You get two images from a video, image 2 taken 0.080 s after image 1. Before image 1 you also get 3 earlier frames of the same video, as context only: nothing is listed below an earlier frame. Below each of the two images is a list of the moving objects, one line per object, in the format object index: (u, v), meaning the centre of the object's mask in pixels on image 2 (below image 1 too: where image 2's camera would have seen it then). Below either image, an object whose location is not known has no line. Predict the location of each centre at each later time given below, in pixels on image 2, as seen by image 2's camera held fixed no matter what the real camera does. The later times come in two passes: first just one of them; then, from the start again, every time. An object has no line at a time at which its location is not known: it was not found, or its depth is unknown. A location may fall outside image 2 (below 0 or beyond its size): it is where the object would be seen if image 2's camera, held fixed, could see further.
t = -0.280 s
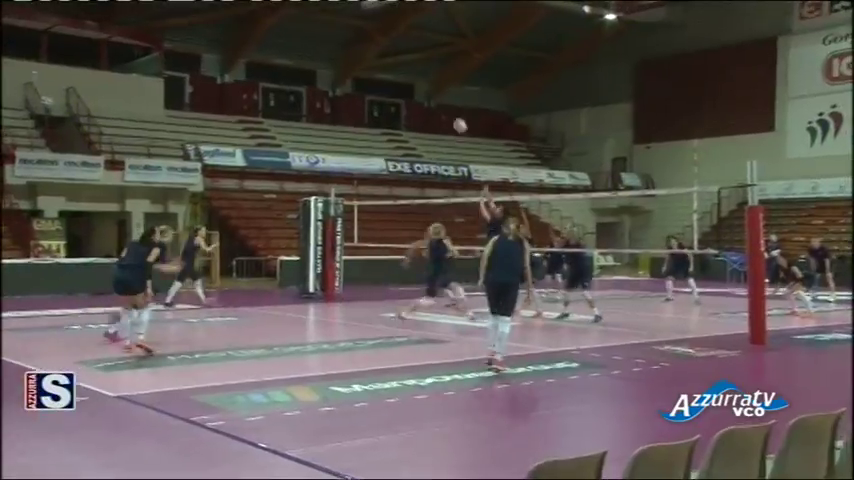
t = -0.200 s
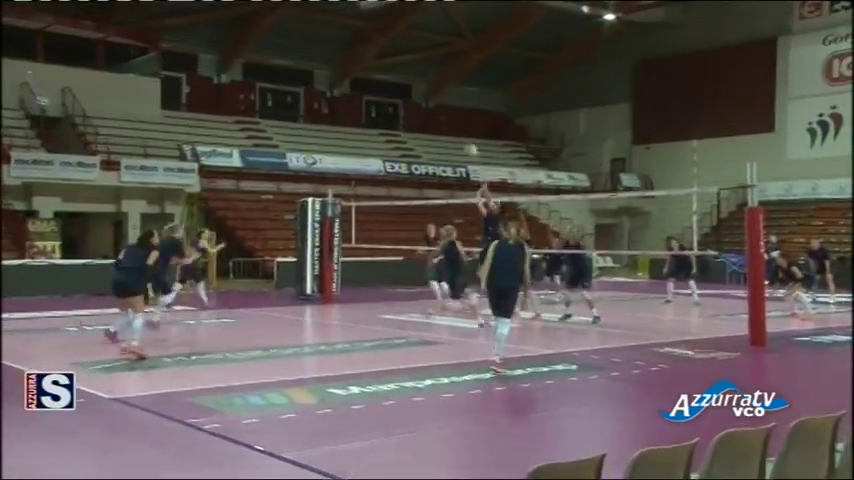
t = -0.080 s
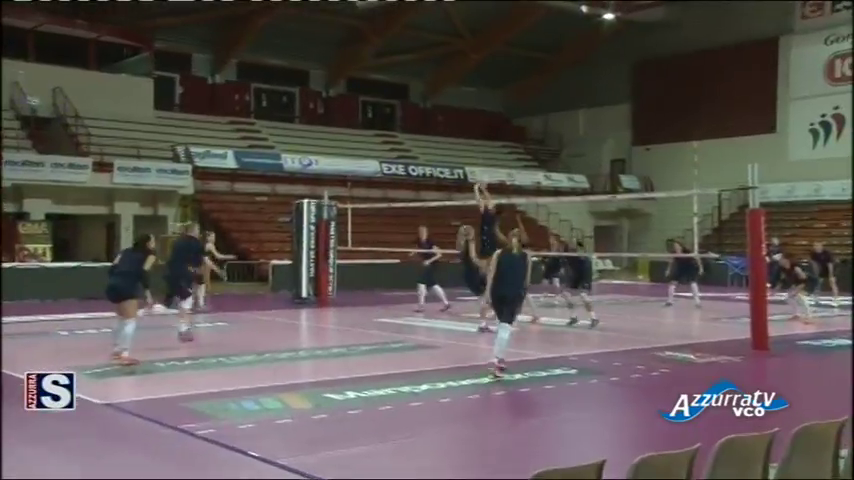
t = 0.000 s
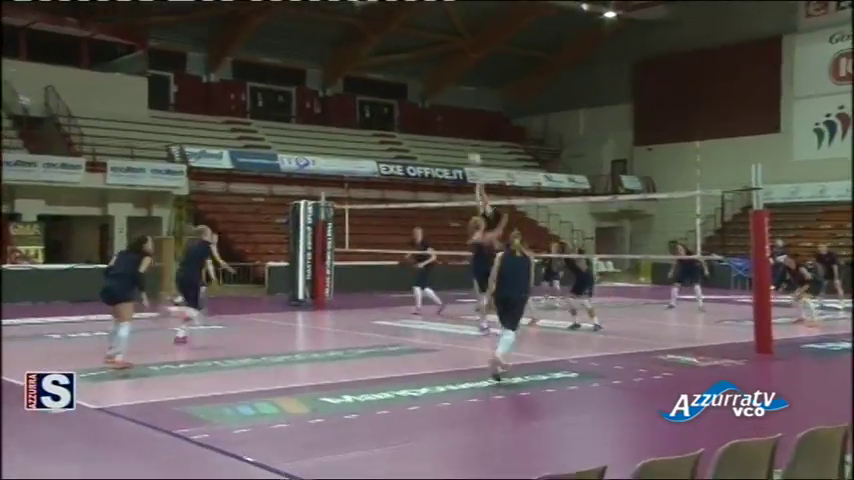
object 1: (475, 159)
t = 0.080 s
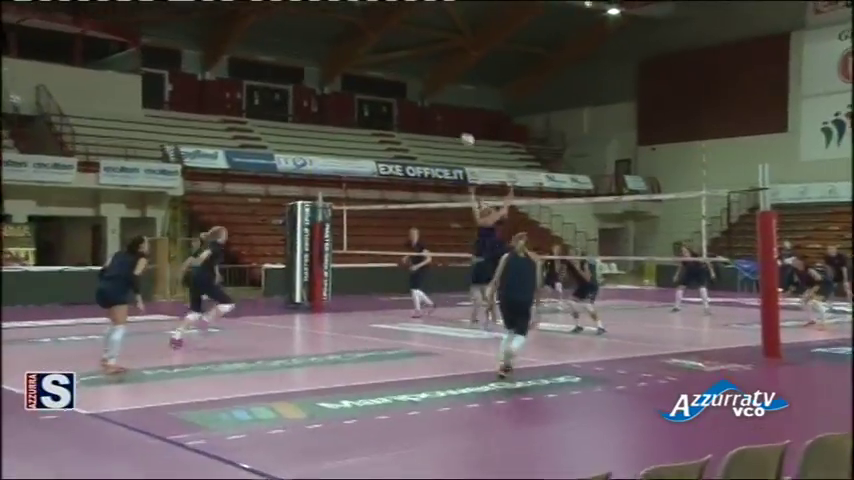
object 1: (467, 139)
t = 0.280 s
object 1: (449, 105)
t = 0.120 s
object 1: (463, 131)
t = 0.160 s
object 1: (460, 123)
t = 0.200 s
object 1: (456, 116)
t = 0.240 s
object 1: (452, 111)
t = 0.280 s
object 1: (449, 105)
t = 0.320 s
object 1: (445, 100)
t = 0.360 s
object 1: (441, 97)
